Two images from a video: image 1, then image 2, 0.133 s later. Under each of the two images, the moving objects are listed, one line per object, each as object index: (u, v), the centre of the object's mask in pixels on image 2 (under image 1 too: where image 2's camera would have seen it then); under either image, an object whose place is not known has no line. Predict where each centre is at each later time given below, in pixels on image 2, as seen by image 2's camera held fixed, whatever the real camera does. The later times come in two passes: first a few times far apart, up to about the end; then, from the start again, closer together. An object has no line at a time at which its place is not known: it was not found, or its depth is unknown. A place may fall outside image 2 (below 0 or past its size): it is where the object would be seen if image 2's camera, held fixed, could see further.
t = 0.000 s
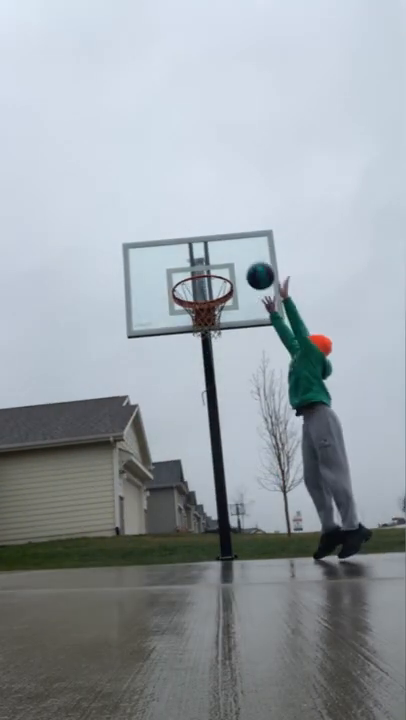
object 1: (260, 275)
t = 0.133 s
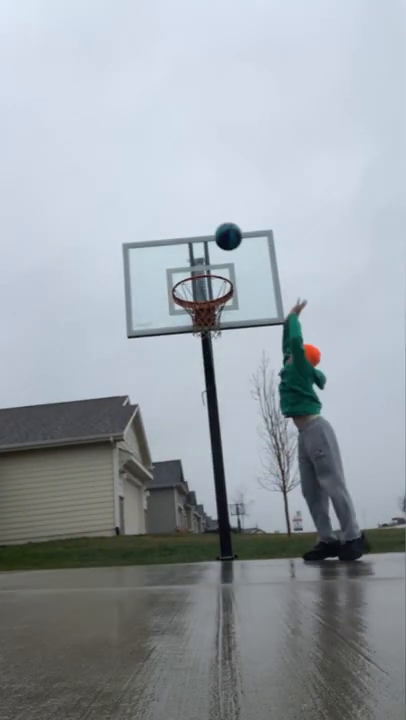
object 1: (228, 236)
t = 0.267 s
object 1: (199, 216)
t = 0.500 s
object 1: (155, 226)
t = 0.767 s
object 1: (108, 310)
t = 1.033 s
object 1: (54, 496)
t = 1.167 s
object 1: (47, 505)
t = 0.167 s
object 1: (220, 229)
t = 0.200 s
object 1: (213, 224)
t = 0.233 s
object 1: (206, 220)
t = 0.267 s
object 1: (199, 216)
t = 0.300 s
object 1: (193, 214)
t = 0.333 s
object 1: (186, 214)
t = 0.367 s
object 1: (180, 214)
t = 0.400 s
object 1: (174, 215)
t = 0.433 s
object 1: (167, 218)
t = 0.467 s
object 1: (161, 222)
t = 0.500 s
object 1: (155, 226)
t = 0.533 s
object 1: (149, 232)
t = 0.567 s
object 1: (143, 240)
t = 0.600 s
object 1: (137, 248)
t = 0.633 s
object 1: (132, 259)
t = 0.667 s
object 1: (126, 269)
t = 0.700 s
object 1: (120, 282)
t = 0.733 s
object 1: (114, 295)
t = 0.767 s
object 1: (108, 310)
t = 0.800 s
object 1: (102, 327)
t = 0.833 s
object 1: (95, 345)
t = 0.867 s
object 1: (89, 365)
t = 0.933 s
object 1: (76, 411)
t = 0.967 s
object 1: (70, 437)
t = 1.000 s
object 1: (62, 464)
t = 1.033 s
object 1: (54, 496)
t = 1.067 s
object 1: (47, 529)
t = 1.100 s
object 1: (42, 554)
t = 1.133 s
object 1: (44, 528)
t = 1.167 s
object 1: (47, 505)
